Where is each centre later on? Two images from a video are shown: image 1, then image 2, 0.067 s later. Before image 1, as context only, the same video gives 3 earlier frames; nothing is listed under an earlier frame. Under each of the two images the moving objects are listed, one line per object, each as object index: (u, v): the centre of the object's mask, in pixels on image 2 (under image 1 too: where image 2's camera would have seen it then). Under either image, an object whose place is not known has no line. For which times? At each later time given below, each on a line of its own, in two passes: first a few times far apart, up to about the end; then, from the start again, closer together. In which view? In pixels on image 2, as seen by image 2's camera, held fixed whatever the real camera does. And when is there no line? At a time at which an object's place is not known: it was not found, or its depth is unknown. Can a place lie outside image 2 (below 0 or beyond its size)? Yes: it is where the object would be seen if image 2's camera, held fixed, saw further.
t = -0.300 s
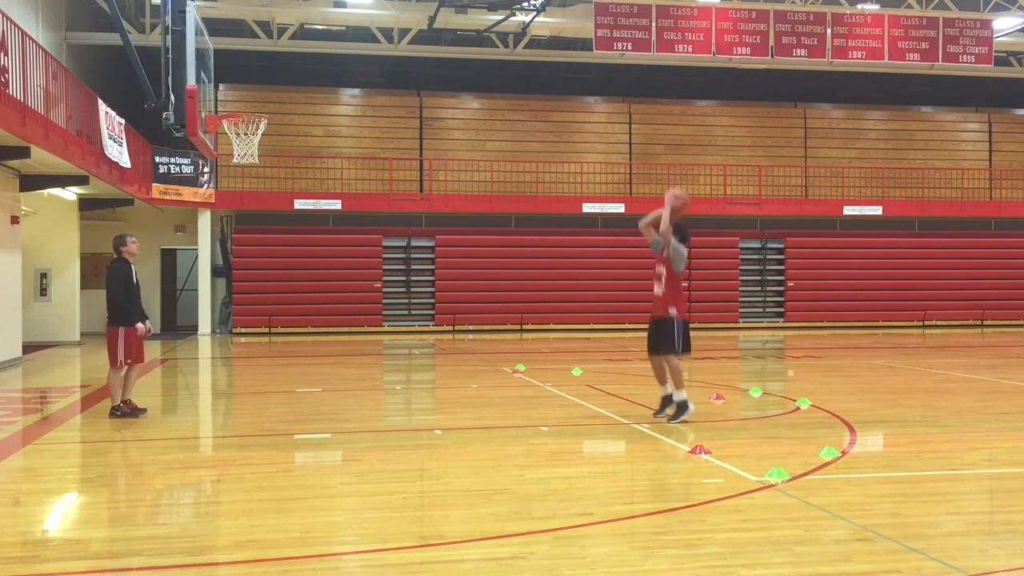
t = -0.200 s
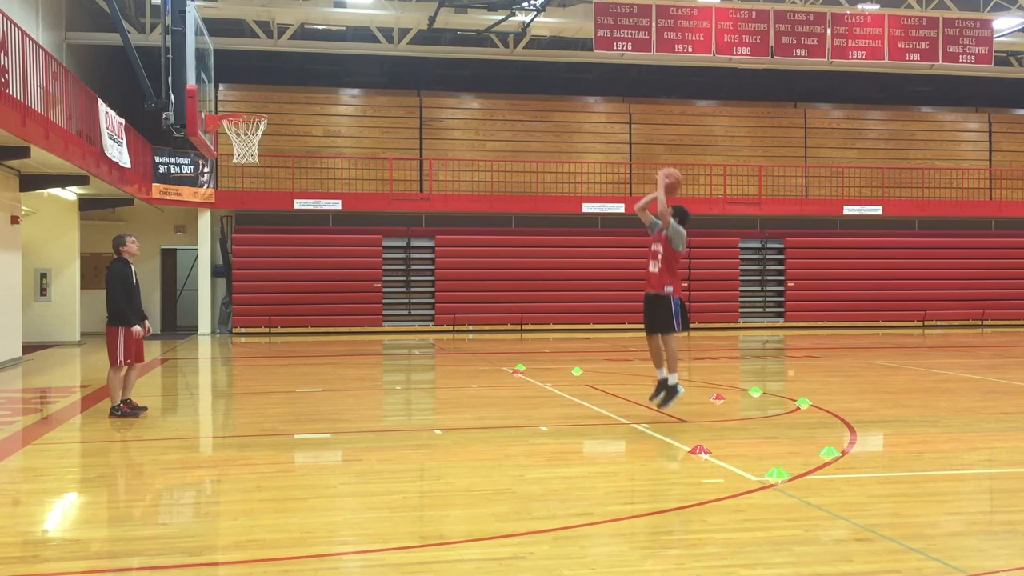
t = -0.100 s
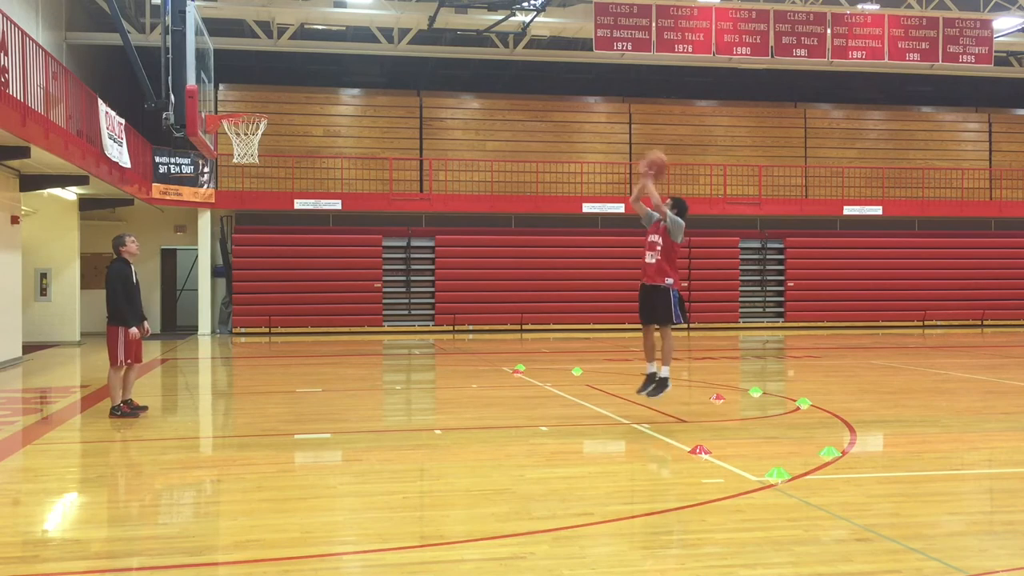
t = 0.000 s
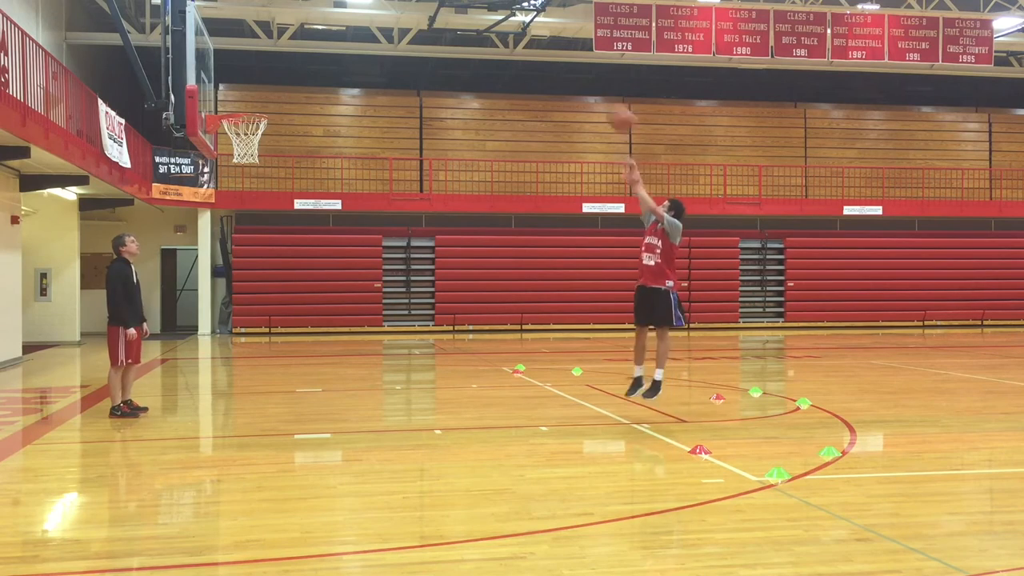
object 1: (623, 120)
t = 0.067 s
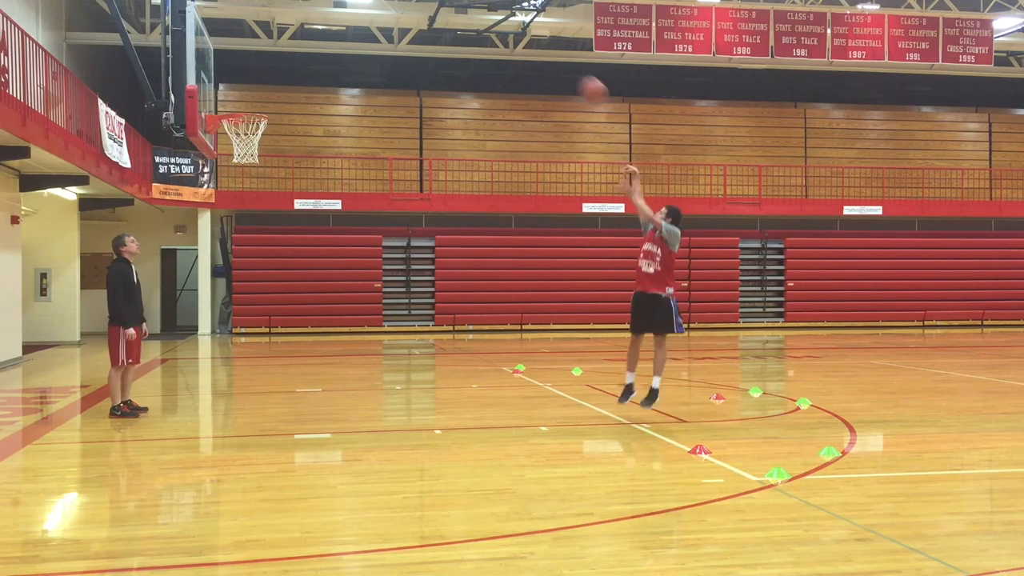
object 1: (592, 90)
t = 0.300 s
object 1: (496, 28)
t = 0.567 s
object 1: (387, 21)
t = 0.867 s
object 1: (274, 91)
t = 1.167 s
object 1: (222, 97)
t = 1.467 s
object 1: (258, 105)
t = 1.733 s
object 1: (264, 104)
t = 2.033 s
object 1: (273, 119)
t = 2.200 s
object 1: (280, 161)
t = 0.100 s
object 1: (579, 79)
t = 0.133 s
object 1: (565, 68)
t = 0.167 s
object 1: (551, 58)
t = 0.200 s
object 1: (537, 48)
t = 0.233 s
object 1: (522, 39)
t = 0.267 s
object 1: (510, 33)
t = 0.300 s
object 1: (496, 28)
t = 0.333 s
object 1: (480, 23)
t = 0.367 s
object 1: (467, 19)
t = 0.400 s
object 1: (453, 15)
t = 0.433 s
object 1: (440, 14)
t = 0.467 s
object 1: (427, 13)
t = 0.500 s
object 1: (413, 15)
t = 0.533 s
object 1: (400, 18)
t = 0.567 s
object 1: (387, 21)
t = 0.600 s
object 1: (373, 25)
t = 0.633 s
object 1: (361, 30)
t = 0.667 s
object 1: (349, 35)
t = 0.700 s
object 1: (336, 41)
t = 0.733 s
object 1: (323, 50)
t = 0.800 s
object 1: (298, 70)
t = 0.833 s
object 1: (286, 79)
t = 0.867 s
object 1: (274, 91)
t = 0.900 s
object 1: (261, 104)
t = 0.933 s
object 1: (255, 102)
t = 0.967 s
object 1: (248, 98)
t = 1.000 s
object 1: (242, 96)
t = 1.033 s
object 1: (236, 95)
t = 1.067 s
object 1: (230, 95)
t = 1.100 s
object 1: (224, 95)
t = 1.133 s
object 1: (218, 97)
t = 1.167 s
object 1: (222, 97)
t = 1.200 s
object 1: (227, 98)
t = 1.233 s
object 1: (232, 100)
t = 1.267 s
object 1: (237, 102)
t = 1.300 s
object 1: (243, 105)
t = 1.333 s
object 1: (246, 106)
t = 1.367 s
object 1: (249, 105)
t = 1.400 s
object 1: (252, 104)
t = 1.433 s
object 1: (255, 104)
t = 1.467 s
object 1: (258, 105)
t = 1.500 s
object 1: (261, 106)
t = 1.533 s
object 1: (262, 105)
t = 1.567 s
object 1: (262, 105)
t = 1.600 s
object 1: (263, 105)
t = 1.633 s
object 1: (263, 105)
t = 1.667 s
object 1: (264, 104)
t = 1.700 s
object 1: (264, 104)
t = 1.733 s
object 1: (264, 104)
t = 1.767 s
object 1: (264, 104)
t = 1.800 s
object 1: (265, 103)
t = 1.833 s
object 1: (266, 104)
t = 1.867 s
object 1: (267, 104)
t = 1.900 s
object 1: (268, 105)
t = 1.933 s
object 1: (269, 107)
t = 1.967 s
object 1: (270, 110)
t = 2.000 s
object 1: (272, 114)
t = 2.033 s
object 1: (273, 119)
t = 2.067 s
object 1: (275, 125)
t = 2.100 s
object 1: (276, 133)
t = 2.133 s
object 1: (277, 141)
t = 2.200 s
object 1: (280, 161)
